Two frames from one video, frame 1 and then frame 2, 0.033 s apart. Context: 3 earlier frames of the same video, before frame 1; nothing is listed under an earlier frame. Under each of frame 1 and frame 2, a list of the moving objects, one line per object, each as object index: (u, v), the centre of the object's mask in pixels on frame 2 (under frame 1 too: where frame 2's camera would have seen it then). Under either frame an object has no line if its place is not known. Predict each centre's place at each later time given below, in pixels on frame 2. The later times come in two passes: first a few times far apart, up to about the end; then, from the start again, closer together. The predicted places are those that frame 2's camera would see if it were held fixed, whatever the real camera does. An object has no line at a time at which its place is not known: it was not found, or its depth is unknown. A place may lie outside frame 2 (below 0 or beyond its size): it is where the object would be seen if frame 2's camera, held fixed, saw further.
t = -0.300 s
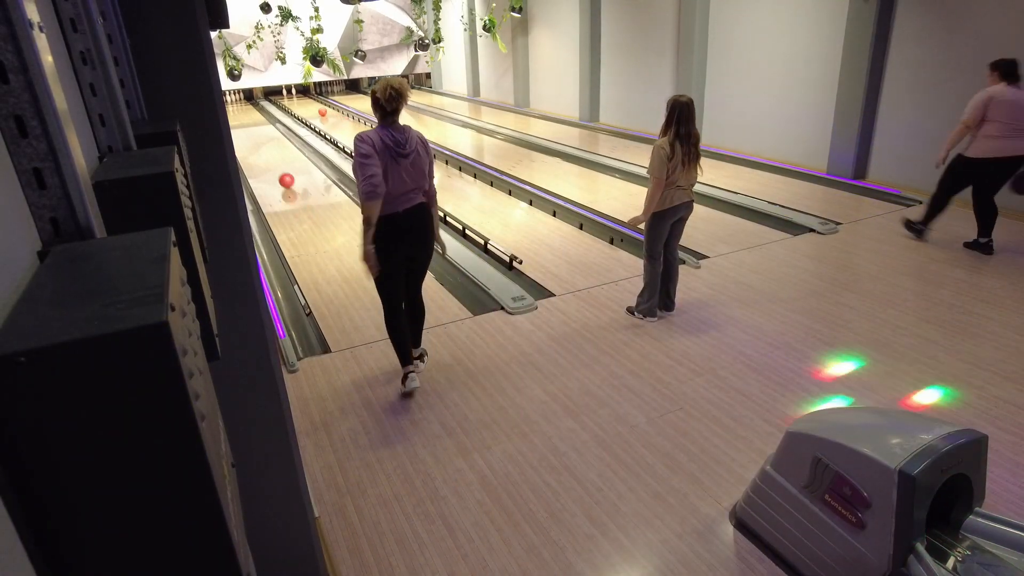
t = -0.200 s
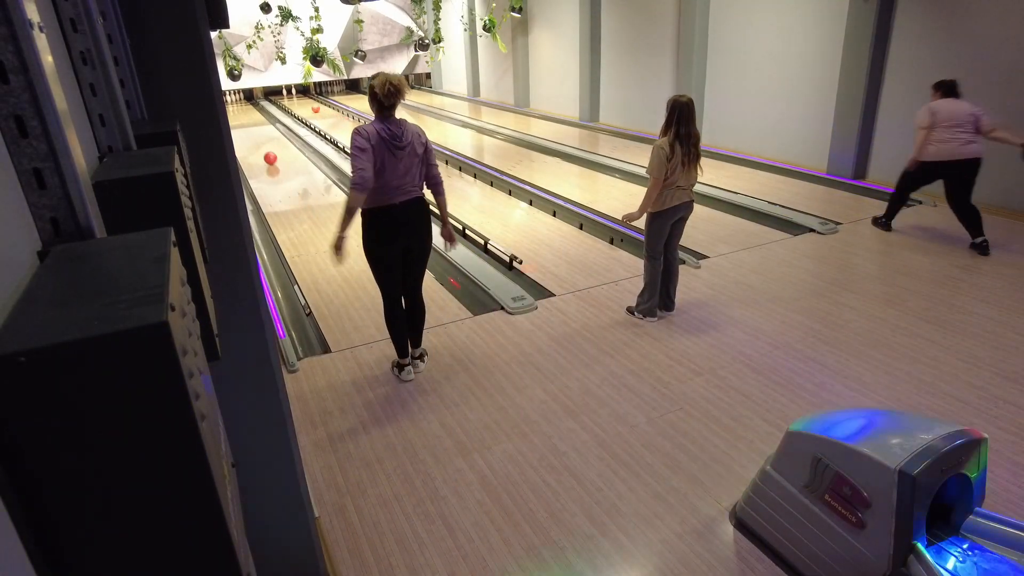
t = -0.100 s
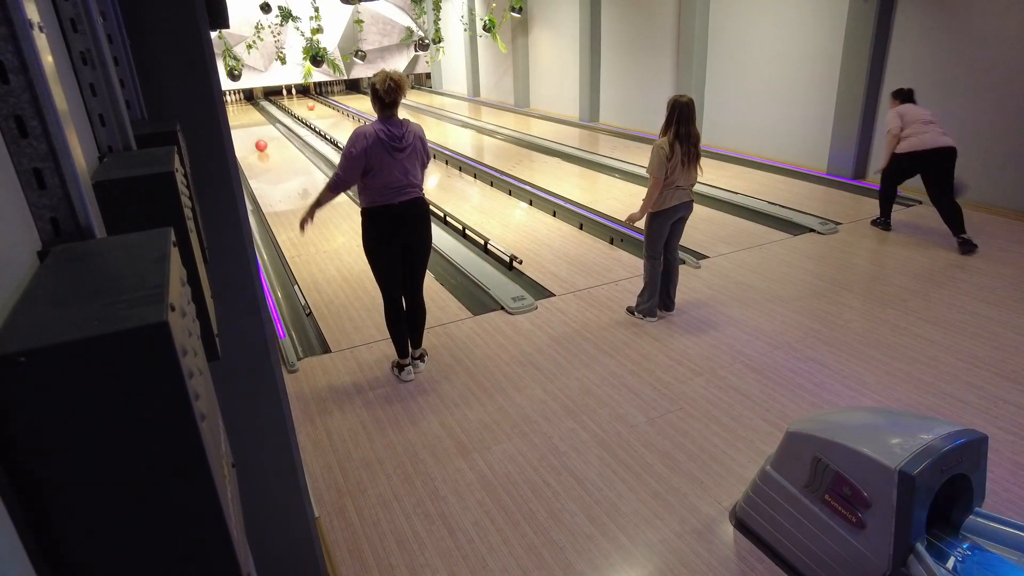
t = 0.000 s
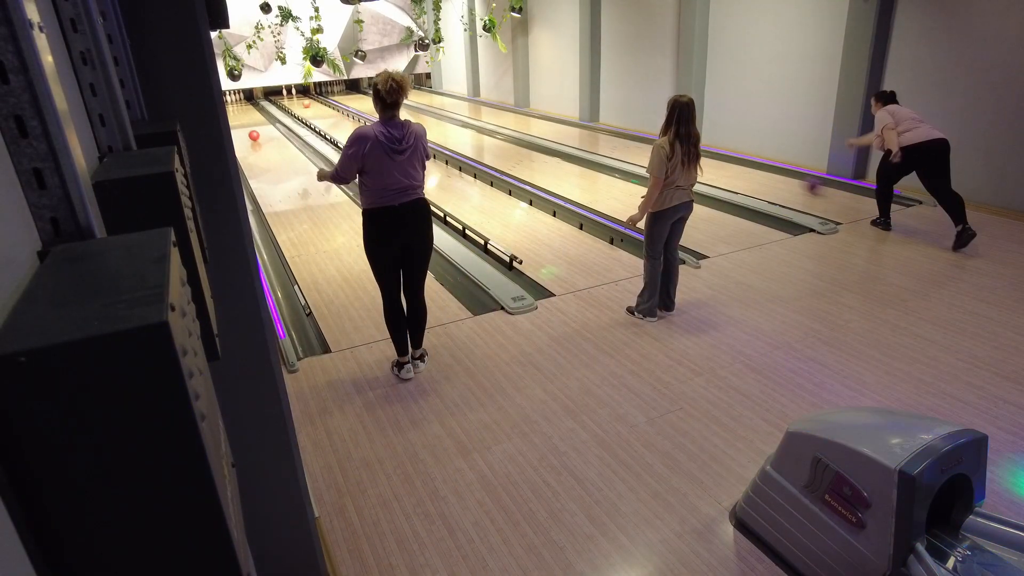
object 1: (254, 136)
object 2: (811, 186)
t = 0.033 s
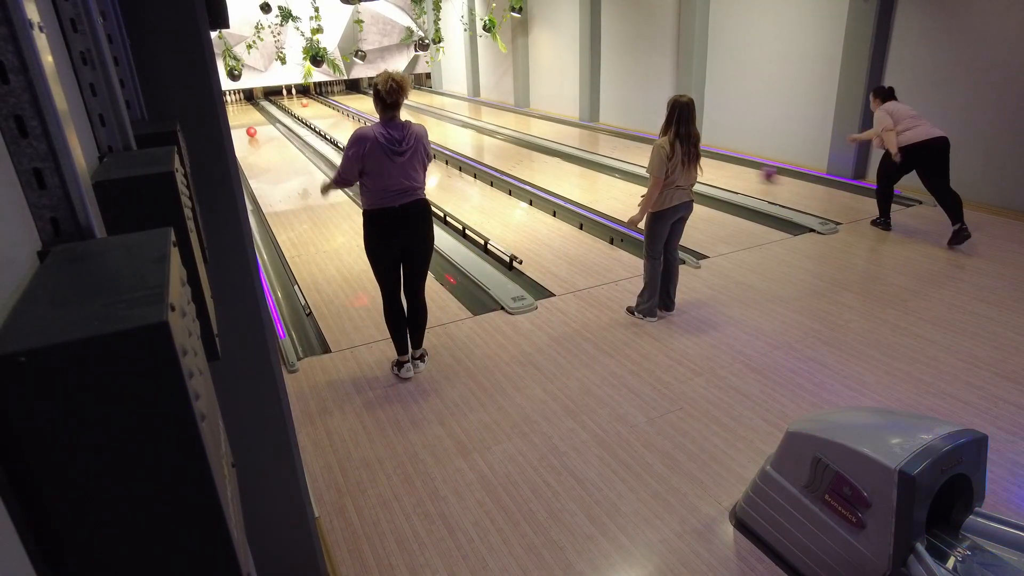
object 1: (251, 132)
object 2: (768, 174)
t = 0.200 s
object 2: (641, 145)
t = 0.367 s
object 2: (557, 124)
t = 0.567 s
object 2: (496, 109)
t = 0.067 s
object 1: (250, 130)
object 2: (742, 170)
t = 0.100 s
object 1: (247, 126)
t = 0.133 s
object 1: (246, 125)
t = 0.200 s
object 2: (641, 145)
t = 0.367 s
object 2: (557, 124)
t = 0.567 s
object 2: (496, 109)
